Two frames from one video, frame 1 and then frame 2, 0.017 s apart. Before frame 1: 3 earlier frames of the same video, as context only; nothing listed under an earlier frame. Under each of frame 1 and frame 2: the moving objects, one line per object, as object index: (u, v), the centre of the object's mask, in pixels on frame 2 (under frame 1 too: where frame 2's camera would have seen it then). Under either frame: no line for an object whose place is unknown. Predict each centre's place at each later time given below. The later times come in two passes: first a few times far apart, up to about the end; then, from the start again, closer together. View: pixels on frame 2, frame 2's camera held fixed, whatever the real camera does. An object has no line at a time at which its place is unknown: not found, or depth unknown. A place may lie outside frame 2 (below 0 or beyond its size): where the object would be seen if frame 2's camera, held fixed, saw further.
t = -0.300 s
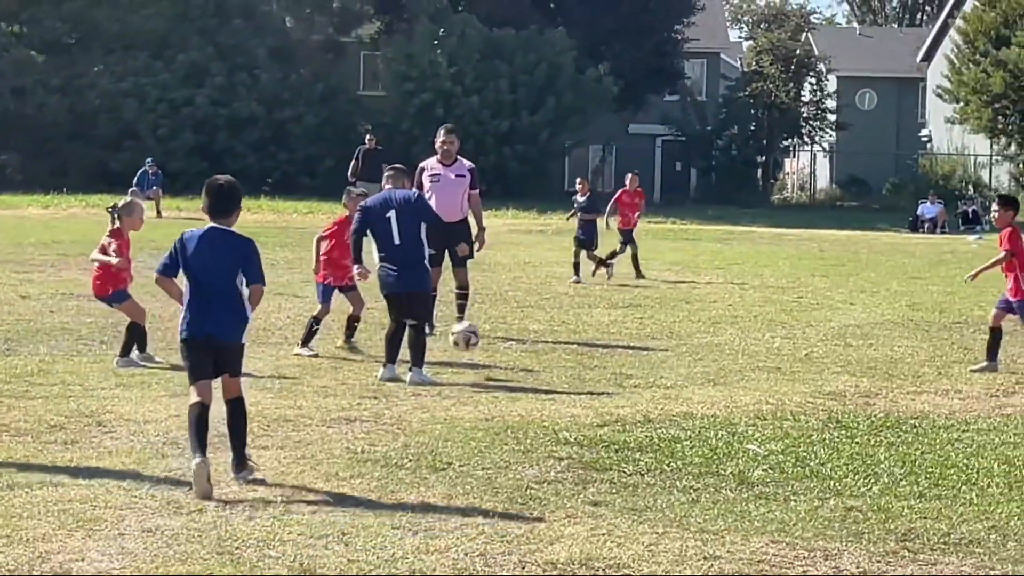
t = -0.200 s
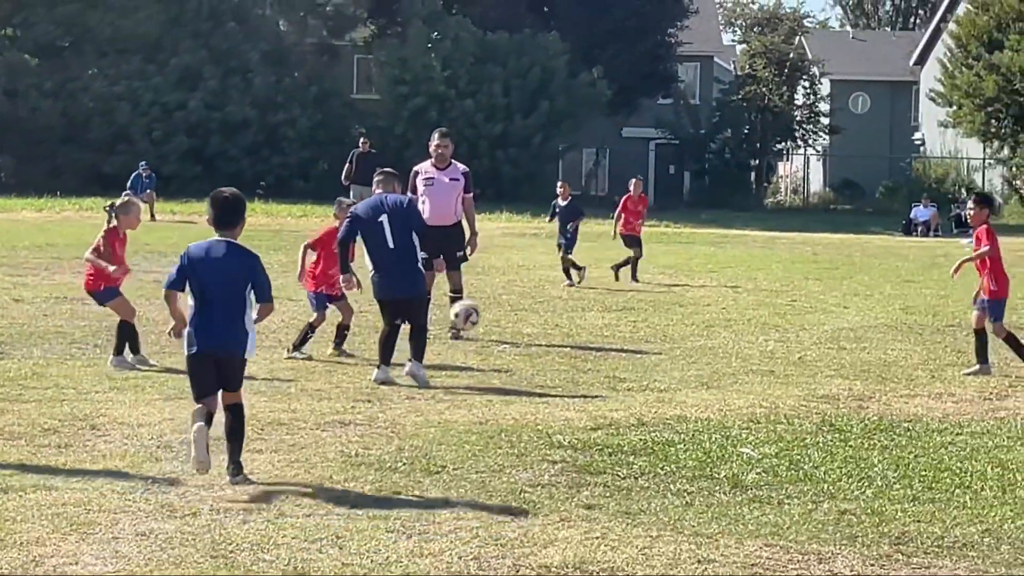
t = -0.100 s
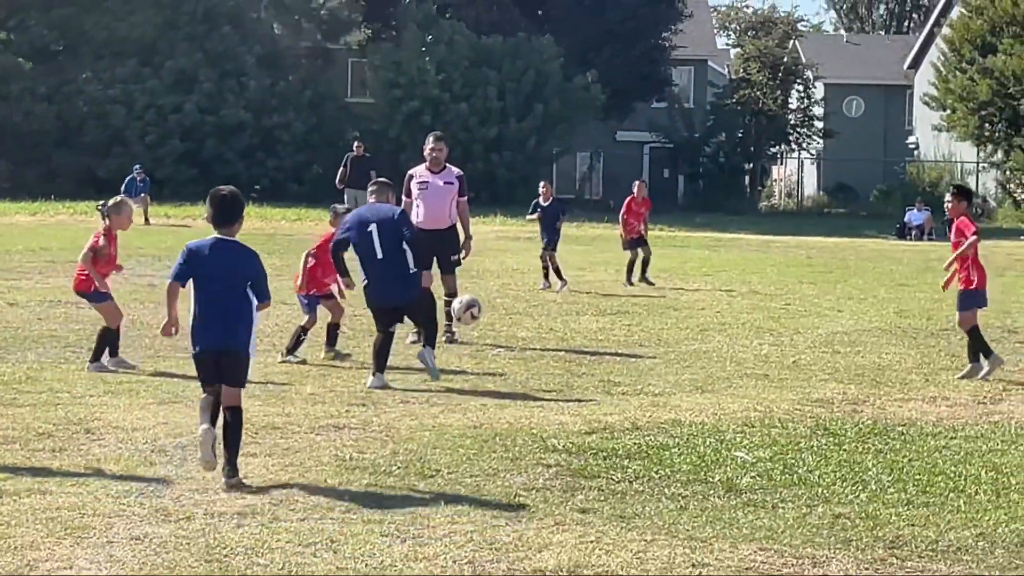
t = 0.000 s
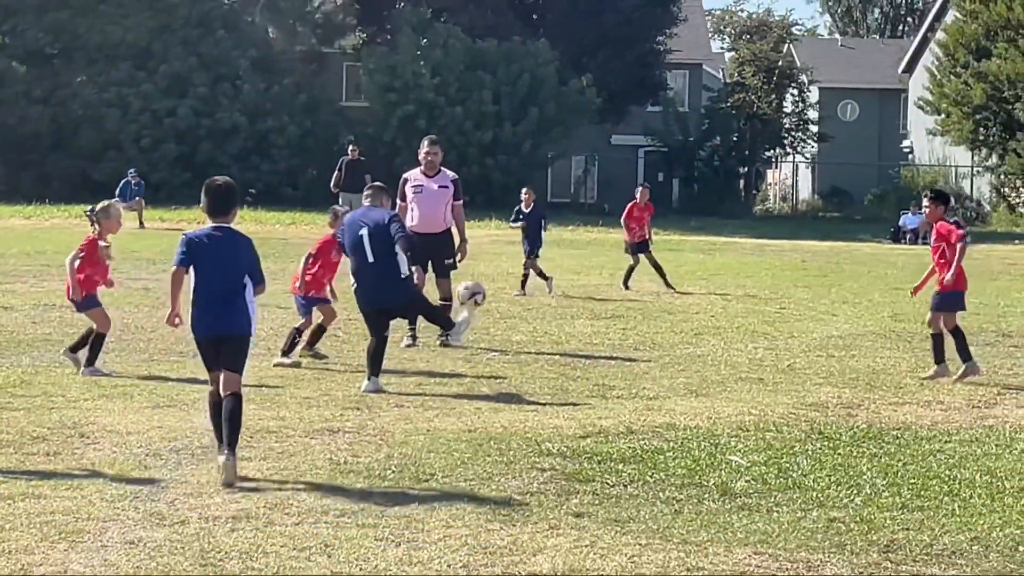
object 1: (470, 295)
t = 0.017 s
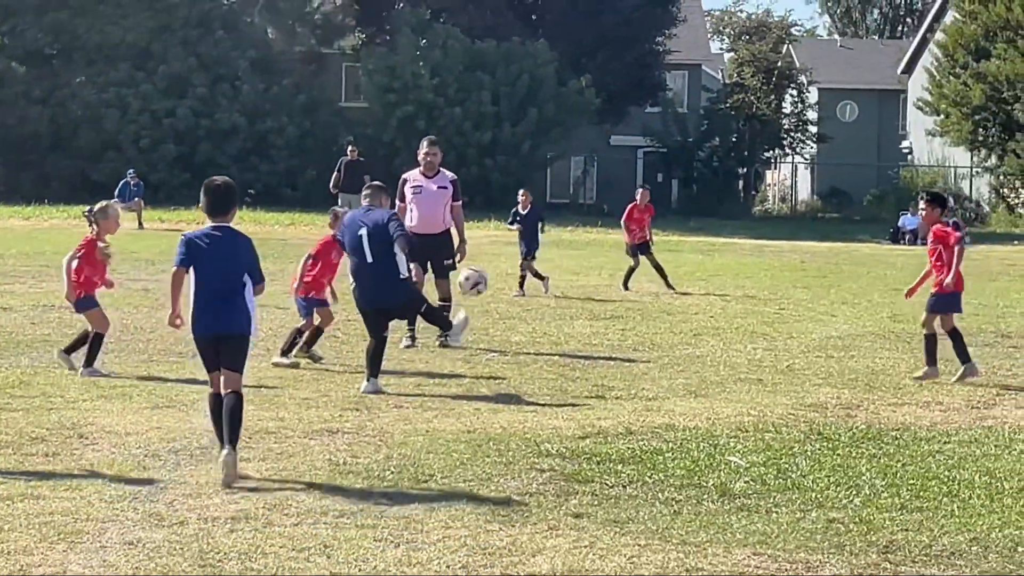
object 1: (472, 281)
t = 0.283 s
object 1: (515, 121)
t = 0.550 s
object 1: (560, 70)
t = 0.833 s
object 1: (607, 127)
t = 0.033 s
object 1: (475, 268)
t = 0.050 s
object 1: (478, 256)
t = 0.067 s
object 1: (481, 243)
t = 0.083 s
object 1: (484, 230)
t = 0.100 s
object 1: (486, 219)
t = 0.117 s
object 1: (488, 208)
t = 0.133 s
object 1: (490, 197)
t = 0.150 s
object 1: (494, 187)
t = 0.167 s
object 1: (496, 178)
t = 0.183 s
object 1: (499, 168)
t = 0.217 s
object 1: (505, 151)
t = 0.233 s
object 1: (507, 143)
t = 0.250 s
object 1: (510, 135)
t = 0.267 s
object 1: (513, 128)
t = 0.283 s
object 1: (515, 121)
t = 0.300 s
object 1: (518, 115)
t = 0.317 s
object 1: (521, 109)
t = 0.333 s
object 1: (524, 104)
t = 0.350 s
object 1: (526, 99)
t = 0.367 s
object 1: (529, 94)
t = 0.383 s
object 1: (532, 90)
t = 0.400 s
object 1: (535, 86)
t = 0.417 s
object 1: (537, 83)
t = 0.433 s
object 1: (540, 80)
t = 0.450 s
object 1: (543, 78)
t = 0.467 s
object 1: (546, 75)
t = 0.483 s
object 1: (548, 73)
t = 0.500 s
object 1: (551, 72)
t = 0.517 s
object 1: (554, 71)
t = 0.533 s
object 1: (557, 70)
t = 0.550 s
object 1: (560, 70)
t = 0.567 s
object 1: (562, 71)
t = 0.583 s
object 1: (565, 71)
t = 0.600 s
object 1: (568, 72)
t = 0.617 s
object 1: (571, 73)
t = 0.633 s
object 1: (573, 75)
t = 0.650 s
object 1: (576, 77)
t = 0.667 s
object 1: (579, 80)
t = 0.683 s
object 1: (582, 83)
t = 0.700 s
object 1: (585, 86)
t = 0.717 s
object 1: (587, 90)
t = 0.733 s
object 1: (590, 94)
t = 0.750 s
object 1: (593, 99)
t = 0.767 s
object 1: (596, 104)
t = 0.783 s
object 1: (599, 109)
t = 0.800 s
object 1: (602, 115)
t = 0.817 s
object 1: (605, 121)
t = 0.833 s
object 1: (607, 127)
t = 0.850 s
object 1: (610, 135)
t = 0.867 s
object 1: (613, 142)
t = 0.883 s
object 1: (616, 149)
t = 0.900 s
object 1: (619, 157)
